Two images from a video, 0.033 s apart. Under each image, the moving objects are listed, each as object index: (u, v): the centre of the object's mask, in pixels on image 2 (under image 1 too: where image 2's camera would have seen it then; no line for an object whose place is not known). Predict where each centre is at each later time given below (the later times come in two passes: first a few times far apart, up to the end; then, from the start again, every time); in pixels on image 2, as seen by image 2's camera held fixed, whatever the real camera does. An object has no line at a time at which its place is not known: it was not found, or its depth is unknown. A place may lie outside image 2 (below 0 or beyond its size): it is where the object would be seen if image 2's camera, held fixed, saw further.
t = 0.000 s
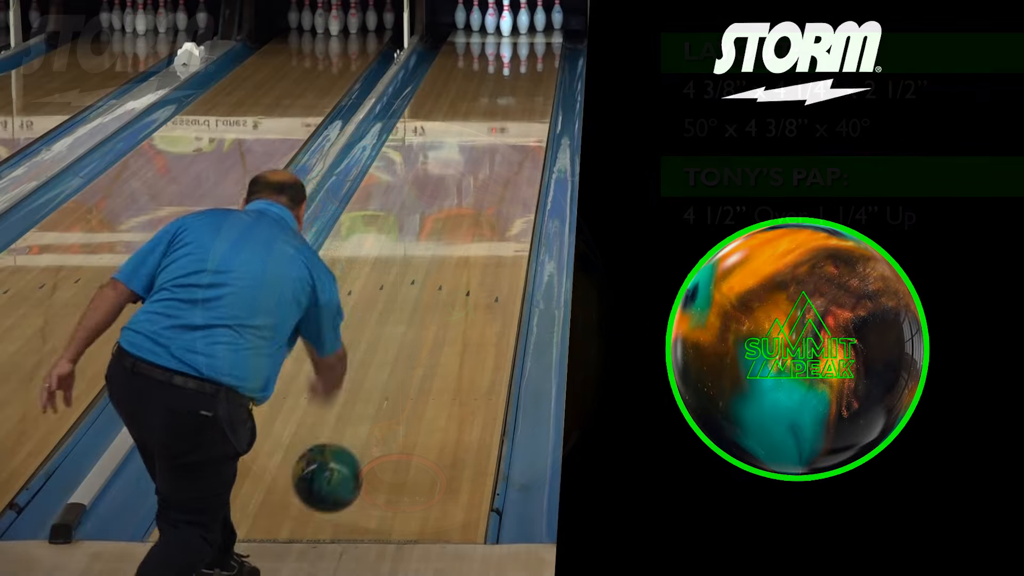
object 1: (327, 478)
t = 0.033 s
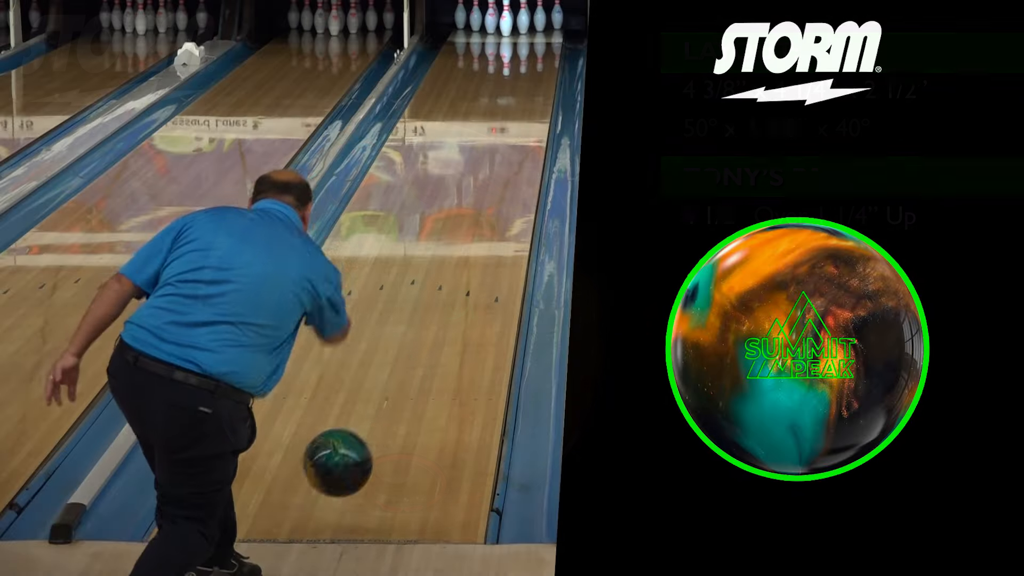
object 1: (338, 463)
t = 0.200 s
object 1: (382, 421)
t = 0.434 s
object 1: (427, 332)
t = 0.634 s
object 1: (456, 272)
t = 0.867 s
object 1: (482, 217)
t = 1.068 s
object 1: (499, 180)
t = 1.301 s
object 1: (515, 144)
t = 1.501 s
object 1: (524, 119)
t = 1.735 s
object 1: (531, 93)
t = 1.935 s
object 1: (534, 75)
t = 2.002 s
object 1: (534, 69)
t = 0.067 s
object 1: (347, 451)
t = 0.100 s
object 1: (357, 444)
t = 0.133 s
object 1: (366, 440)
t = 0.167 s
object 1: (374, 439)
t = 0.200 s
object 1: (382, 421)
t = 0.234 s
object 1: (389, 401)
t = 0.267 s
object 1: (396, 386)
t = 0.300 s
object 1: (403, 373)
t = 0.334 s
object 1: (409, 364)
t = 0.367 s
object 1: (415, 355)
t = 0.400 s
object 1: (421, 343)
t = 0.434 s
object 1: (427, 332)
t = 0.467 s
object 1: (432, 321)
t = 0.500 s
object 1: (437, 310)
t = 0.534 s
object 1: (442, 300)
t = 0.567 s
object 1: (447, 290)
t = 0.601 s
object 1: (451, 281)
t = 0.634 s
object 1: (456, 272)
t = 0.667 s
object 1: (460, 263)
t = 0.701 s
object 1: (464, 255)
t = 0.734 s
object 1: (468, 247)
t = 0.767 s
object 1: (471, 239)
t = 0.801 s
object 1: (475, 231)
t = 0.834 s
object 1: (478, 224)
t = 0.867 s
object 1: (482, 217)
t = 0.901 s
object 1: (485, 211)
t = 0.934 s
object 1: (488, 204)
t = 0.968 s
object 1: (491, 197)
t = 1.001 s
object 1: (494, 191)
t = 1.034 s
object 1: (497, 186)
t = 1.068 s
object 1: (499, 180)
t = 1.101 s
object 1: (502, 175)
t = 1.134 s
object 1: (504, 169)
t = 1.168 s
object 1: (506, 164)
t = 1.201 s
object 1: (508, 159)
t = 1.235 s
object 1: (511, 154)
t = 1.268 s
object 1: (513, 149)
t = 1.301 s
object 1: (515, 144)
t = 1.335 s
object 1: (516, 140)
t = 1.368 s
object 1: (518, 136)
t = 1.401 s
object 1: (519, 131)
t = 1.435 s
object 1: (521, 127)
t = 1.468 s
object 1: (522, 123)
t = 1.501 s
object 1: (524, 119)
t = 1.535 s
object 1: (525, 115)
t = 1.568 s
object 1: (526, 111)
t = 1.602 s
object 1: (528, 108)
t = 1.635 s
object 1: (528, 104)
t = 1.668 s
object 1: (529, 100)
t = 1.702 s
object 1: (531, 97)
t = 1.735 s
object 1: (531, 93)
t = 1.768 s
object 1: (532, 91)
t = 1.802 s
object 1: (532, 88)
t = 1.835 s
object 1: (533, 84)
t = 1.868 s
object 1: (533, 81)
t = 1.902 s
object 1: (534, 78)
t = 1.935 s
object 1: (534, 75)
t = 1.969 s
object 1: (534, 72)
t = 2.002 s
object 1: (534, 69)
